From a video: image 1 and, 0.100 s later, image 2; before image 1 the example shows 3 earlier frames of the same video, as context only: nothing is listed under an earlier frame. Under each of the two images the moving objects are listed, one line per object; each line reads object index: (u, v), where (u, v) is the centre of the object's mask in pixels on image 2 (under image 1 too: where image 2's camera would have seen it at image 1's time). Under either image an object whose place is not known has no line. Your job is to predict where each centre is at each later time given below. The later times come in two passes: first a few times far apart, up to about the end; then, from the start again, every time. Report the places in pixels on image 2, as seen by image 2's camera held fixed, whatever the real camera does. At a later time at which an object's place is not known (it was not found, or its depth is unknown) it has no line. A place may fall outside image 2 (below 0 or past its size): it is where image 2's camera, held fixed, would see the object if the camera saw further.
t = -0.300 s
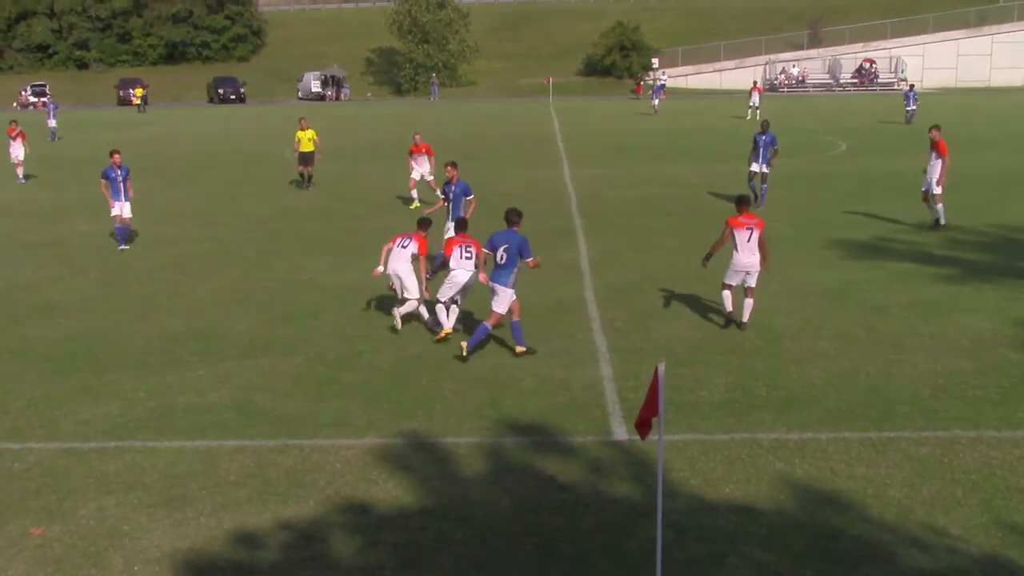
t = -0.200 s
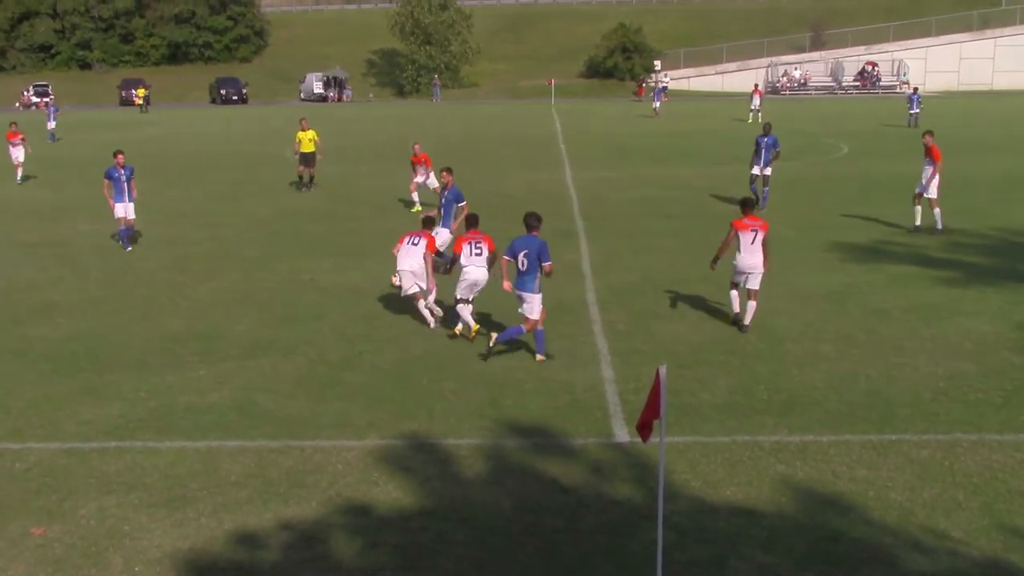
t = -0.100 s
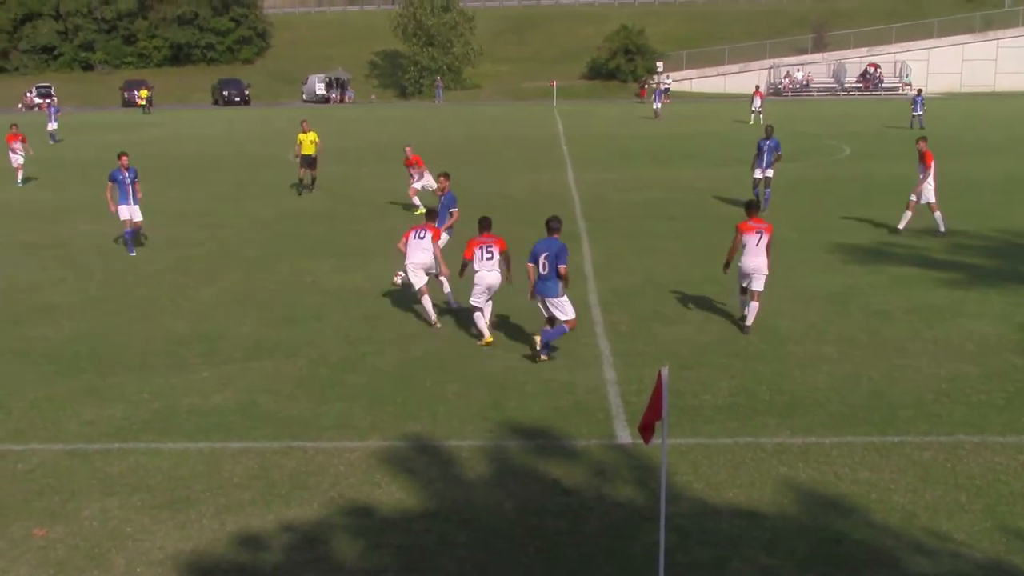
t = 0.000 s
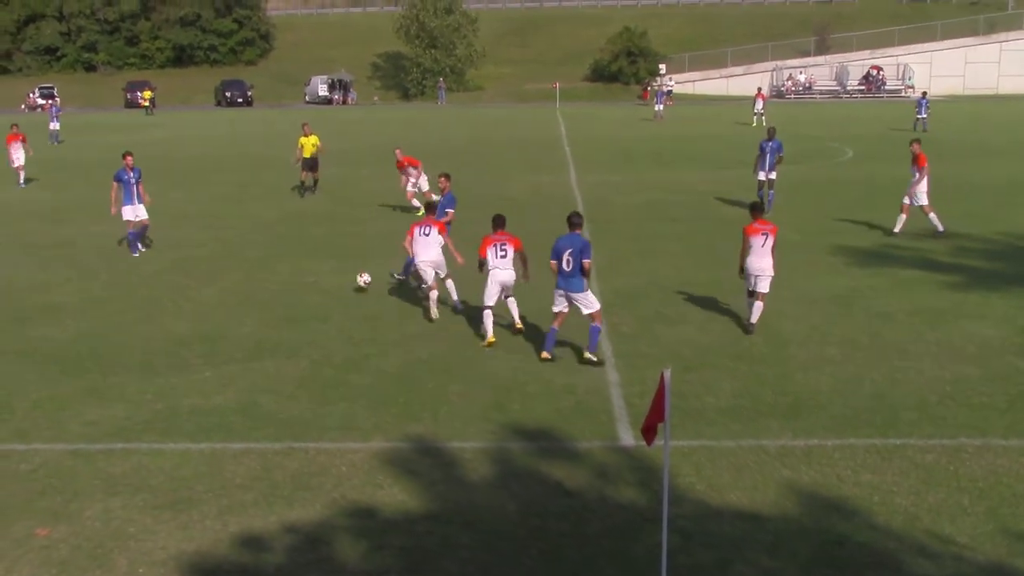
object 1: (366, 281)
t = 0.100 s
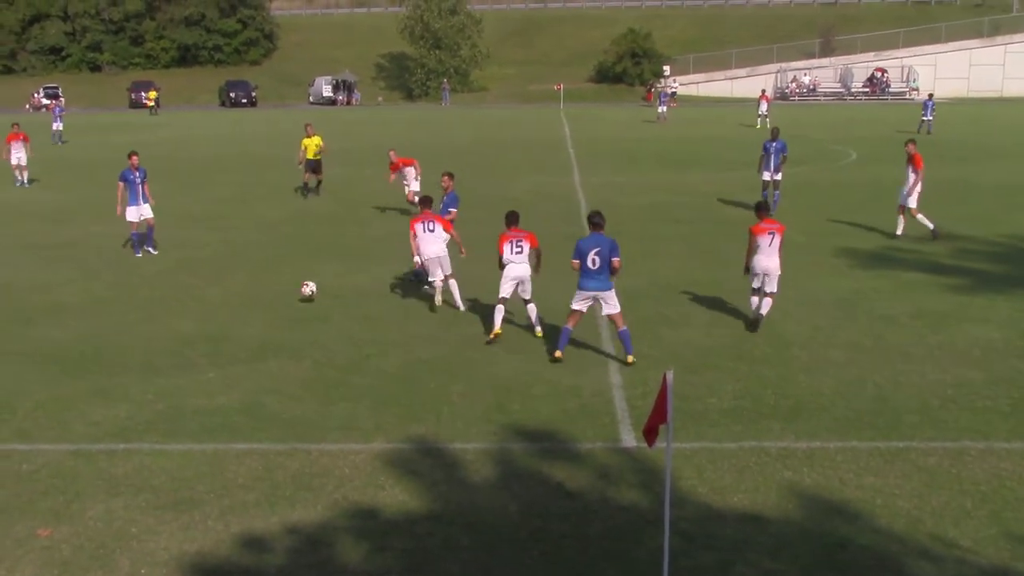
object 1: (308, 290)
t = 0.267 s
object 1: (207, 313)
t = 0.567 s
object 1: (26, 342)
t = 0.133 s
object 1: (288, 293)
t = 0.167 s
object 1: (268, 299)
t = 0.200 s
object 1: (247, 305)
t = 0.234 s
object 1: (227, 311)
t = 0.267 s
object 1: (207, 313)
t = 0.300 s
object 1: (187, 315)
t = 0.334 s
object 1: (168, 317)
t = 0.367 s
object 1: (147, 320)
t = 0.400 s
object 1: (127, 324)
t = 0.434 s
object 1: (107, 329)
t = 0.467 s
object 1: (85, 334)
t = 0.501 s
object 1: (65, 336)
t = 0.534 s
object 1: (45, 341)
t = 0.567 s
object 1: (26, 342)
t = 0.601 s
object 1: (6, 347)
